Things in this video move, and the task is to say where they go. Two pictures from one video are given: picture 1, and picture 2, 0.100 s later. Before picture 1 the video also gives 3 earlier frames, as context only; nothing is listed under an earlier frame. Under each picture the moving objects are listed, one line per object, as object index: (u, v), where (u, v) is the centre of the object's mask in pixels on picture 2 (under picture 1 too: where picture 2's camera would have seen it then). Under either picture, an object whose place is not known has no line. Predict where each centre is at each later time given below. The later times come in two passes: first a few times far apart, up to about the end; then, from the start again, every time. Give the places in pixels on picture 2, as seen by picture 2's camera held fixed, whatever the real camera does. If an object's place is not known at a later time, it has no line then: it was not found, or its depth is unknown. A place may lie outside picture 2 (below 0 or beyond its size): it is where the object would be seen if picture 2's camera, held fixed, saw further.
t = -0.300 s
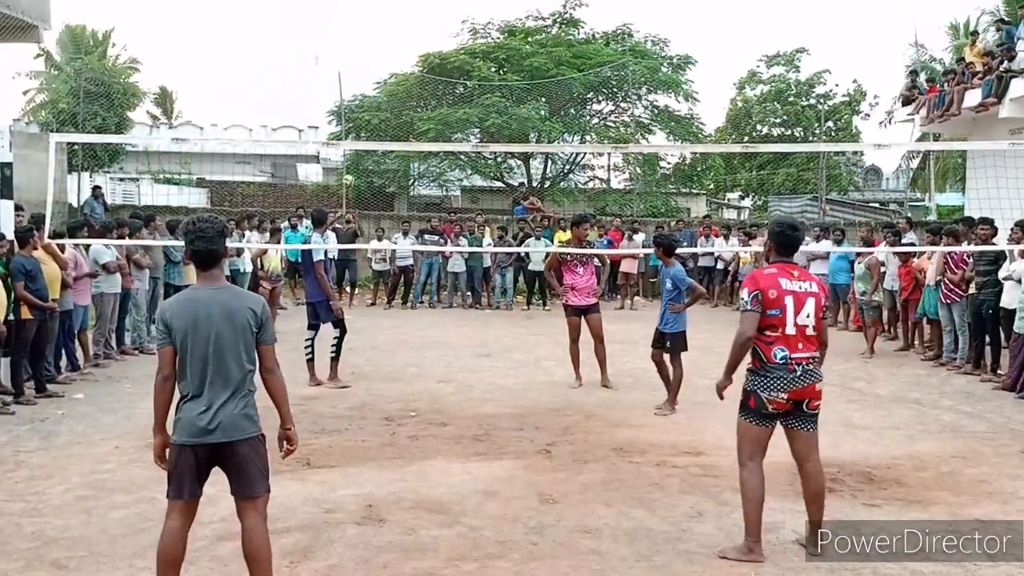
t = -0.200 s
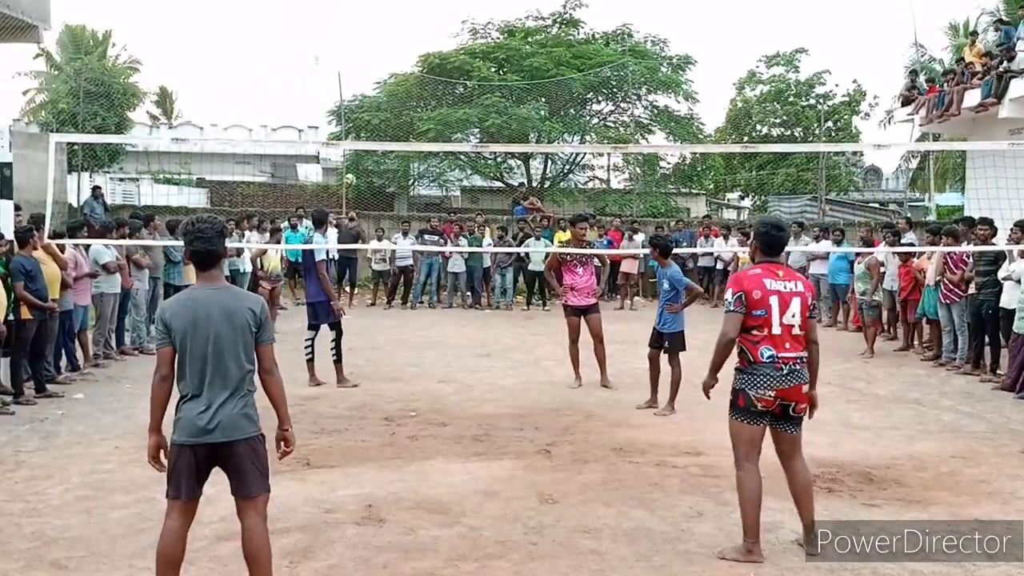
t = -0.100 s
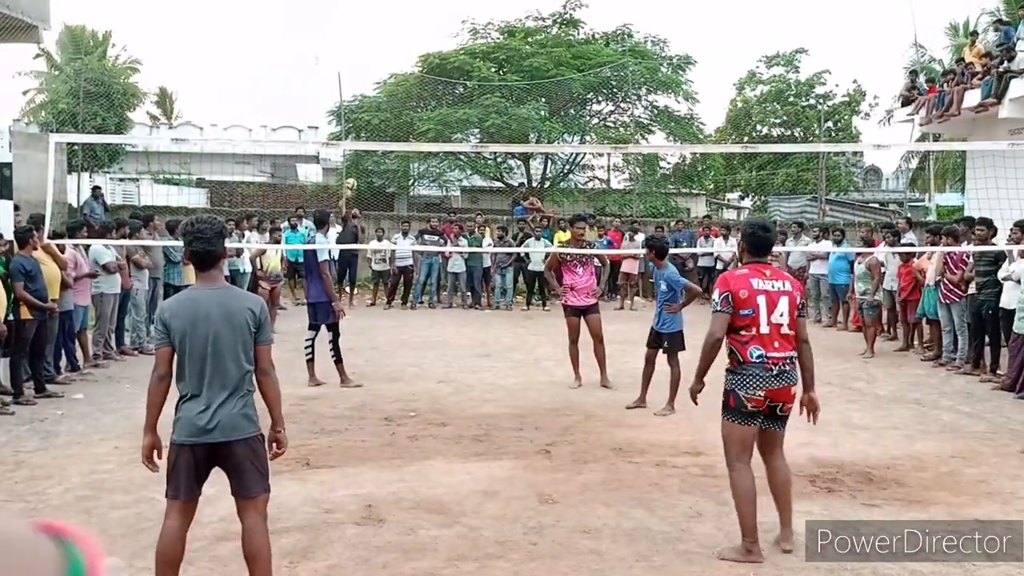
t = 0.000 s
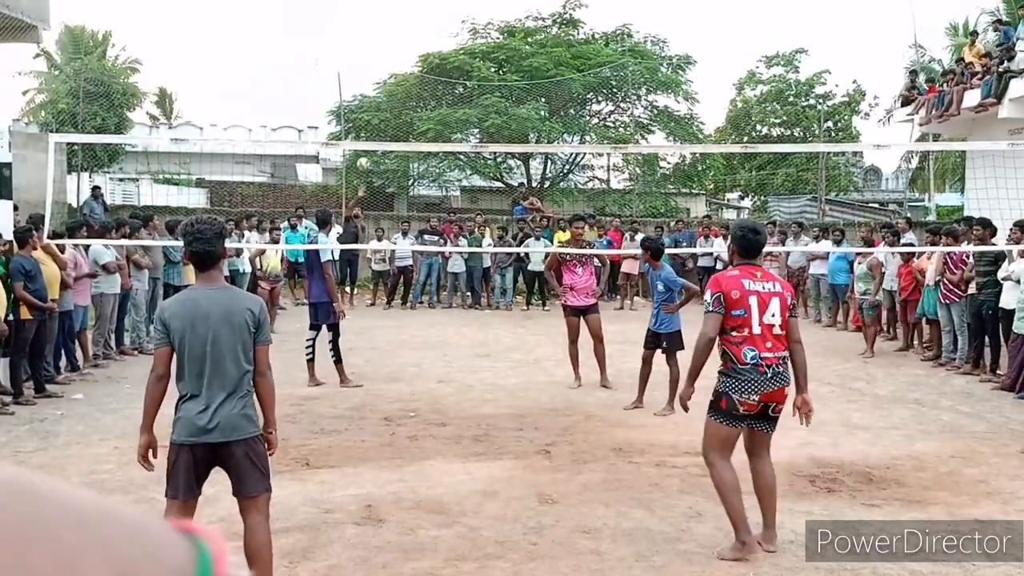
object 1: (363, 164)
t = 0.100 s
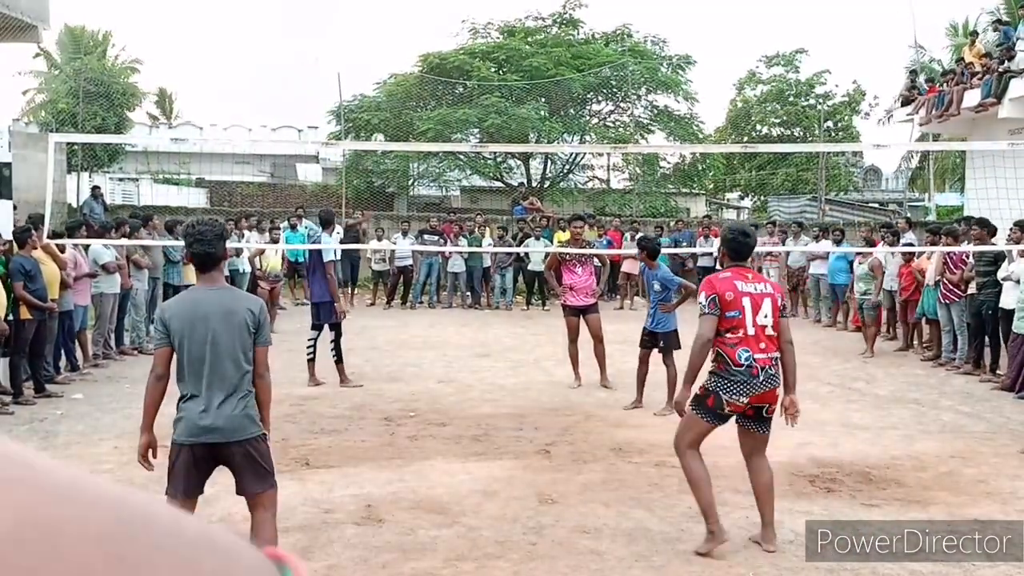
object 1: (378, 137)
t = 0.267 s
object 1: (405, 108)
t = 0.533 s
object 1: (457, 93)
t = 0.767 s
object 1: (513, 131)
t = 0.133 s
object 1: (382, 132)
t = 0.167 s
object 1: (389, 125)
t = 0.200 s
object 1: (394, 119)
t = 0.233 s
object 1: (400, 113)
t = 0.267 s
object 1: (405, 108)
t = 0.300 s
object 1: (411, 103)
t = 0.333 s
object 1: (418, 99)
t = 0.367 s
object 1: (424, 97)
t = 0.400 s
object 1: (430, 94)
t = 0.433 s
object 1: (436, 93)
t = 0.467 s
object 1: (443, 91)
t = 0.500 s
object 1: (451, 91)
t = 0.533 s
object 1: (457, 93)
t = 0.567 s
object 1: (464, 93)
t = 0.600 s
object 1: (471, 96)
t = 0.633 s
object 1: (478, 102)
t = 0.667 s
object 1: (487, 106)
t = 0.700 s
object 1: (495, 113)
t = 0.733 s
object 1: (504, 122)
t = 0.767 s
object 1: (513, 131)
